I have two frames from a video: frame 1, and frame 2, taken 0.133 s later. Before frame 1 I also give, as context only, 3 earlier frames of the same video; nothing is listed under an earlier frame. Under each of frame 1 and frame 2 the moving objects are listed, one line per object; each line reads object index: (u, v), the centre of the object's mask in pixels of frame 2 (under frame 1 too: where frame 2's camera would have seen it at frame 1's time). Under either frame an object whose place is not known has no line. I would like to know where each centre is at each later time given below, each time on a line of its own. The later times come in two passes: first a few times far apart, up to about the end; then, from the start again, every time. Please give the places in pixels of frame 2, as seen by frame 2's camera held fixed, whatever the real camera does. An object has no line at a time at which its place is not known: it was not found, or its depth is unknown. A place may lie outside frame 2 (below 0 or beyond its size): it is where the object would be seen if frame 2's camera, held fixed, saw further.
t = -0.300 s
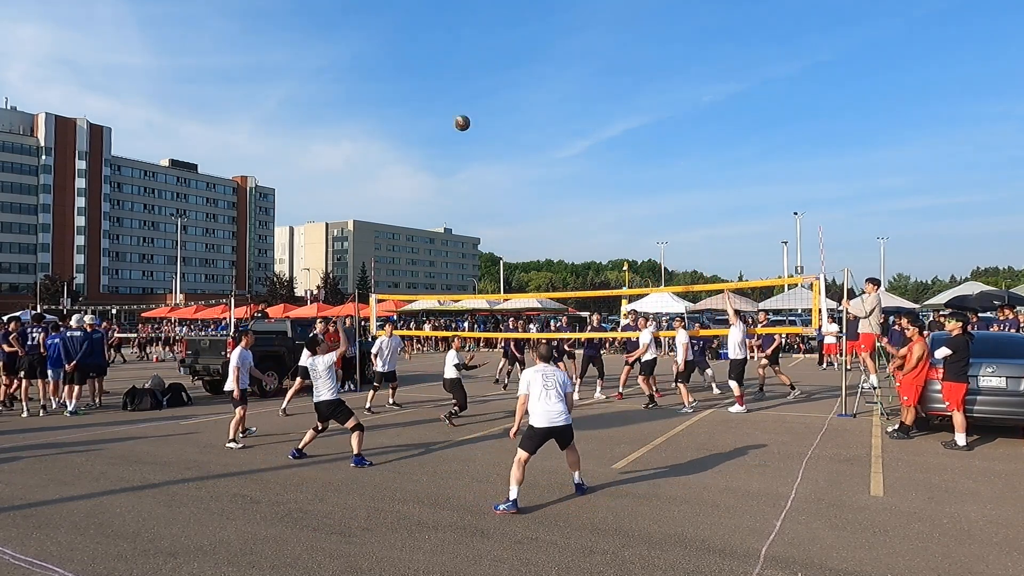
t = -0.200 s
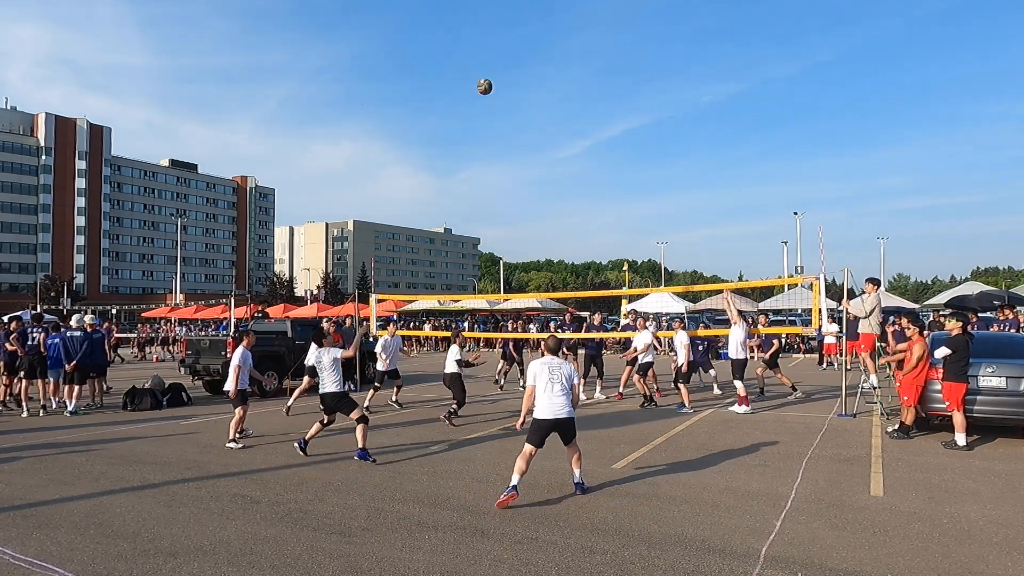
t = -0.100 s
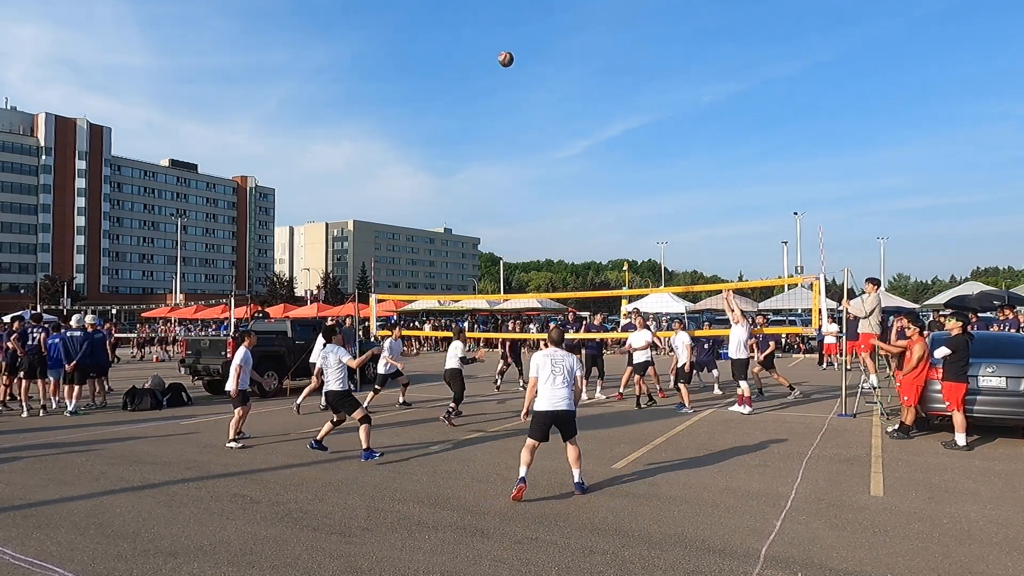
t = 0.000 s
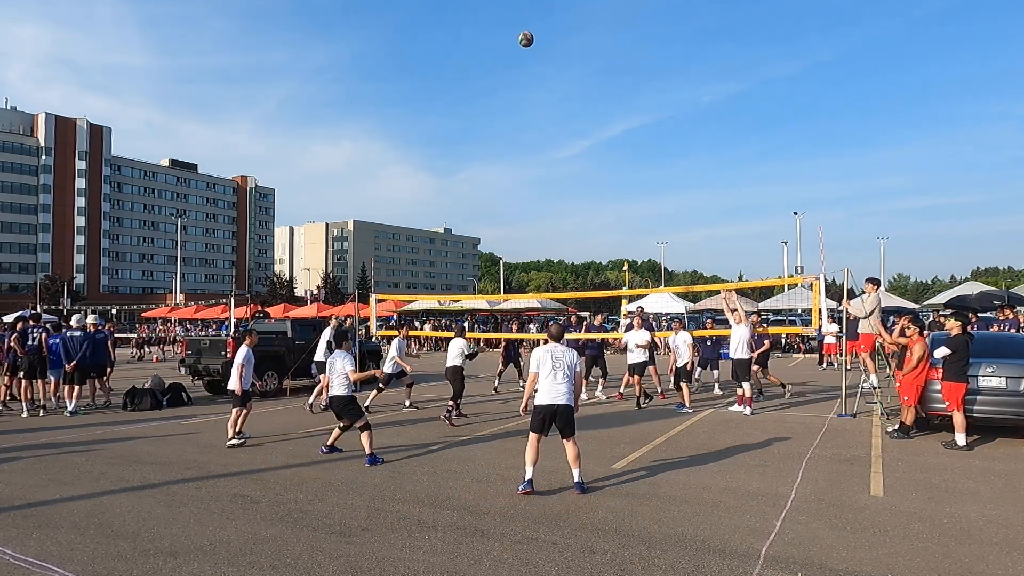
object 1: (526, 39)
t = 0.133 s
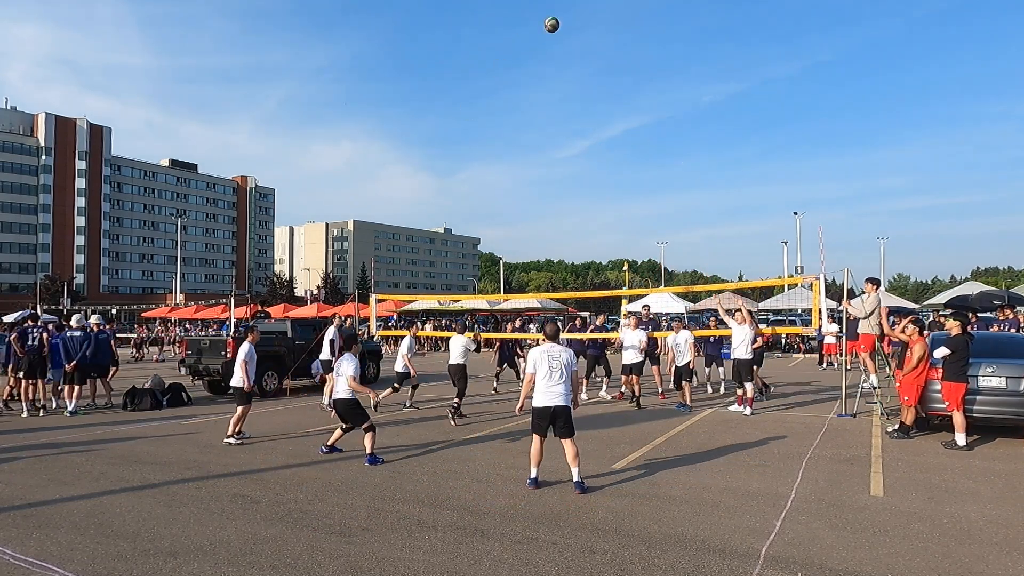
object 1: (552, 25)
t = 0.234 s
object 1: (570, 22)
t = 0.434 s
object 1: (605, 37)
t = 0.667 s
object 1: (643, 86)
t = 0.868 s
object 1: (672, 153)
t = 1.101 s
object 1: (703, 258)
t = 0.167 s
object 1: (558, 23)
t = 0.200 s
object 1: (564, 22)
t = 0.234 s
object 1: (570, 22)
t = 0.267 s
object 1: (576, 23)
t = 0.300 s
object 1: (582, 24)
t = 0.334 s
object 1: (588, 26)
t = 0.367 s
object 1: (594, 29)
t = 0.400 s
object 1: (599, 33)
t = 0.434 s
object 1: (605, 37)
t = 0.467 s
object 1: (610, 42)
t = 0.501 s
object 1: (616, 47)
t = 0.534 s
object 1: (621, 54)
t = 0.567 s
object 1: (627, 61)
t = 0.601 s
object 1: (632, 68)
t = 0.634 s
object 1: (637, 77)
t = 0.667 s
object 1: (643, 86)
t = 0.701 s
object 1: (648, 95)
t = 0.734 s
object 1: (652, 106)
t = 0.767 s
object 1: (658, 117)
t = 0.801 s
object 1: (662, 128)
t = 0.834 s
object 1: (667, 141)
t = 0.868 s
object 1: (672, 153)
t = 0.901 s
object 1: (677, 167)
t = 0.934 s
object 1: (681, 181)
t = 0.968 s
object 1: (685, 195)
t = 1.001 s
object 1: (690, 210)
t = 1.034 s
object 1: (695, 226)
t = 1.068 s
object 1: (699, 242)
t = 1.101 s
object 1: (703, 258)
